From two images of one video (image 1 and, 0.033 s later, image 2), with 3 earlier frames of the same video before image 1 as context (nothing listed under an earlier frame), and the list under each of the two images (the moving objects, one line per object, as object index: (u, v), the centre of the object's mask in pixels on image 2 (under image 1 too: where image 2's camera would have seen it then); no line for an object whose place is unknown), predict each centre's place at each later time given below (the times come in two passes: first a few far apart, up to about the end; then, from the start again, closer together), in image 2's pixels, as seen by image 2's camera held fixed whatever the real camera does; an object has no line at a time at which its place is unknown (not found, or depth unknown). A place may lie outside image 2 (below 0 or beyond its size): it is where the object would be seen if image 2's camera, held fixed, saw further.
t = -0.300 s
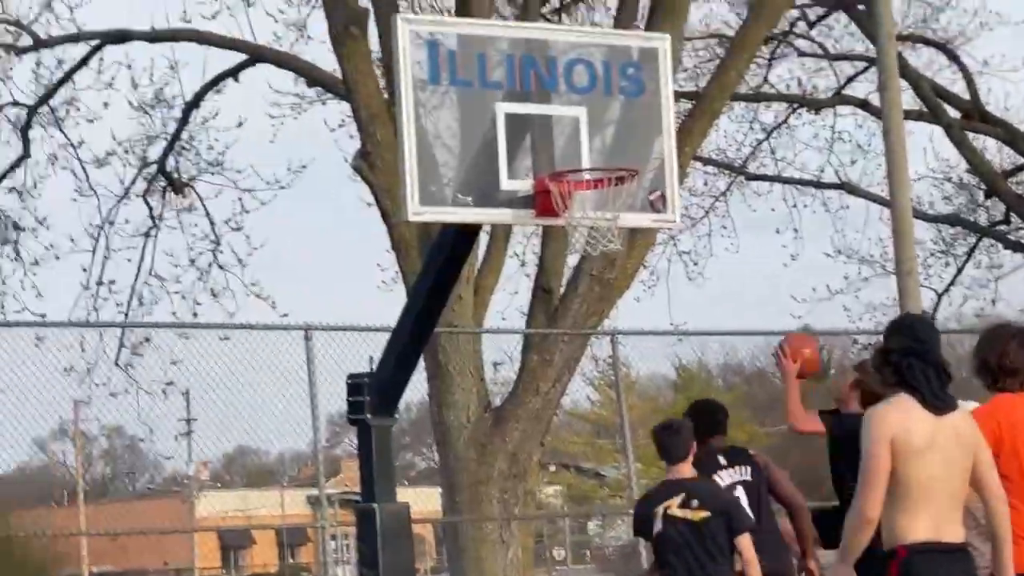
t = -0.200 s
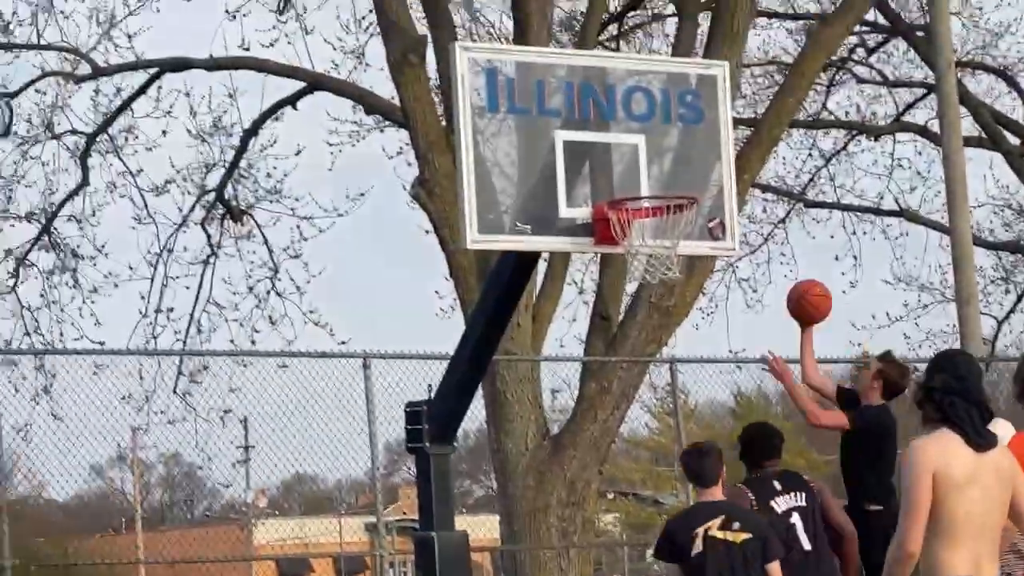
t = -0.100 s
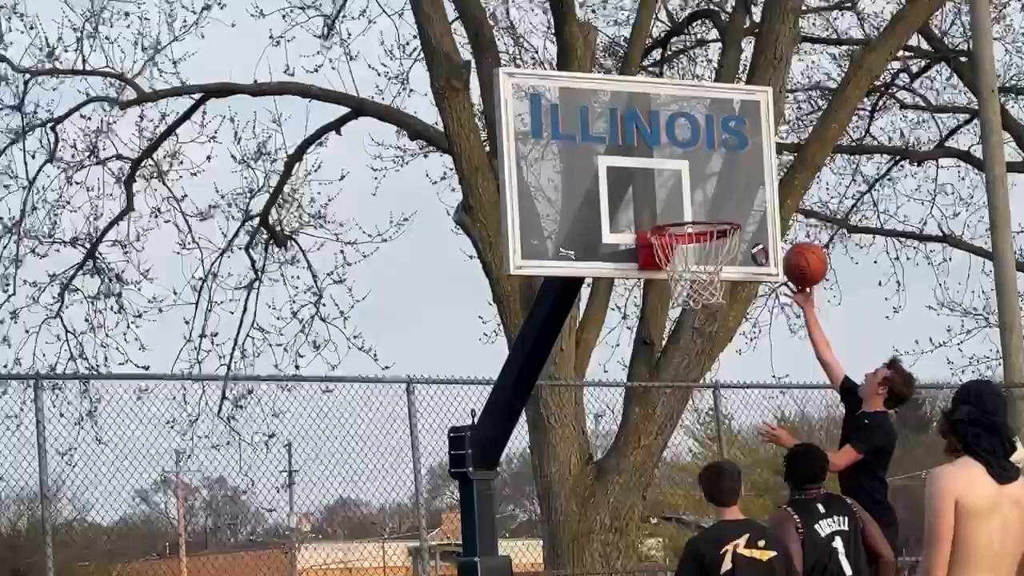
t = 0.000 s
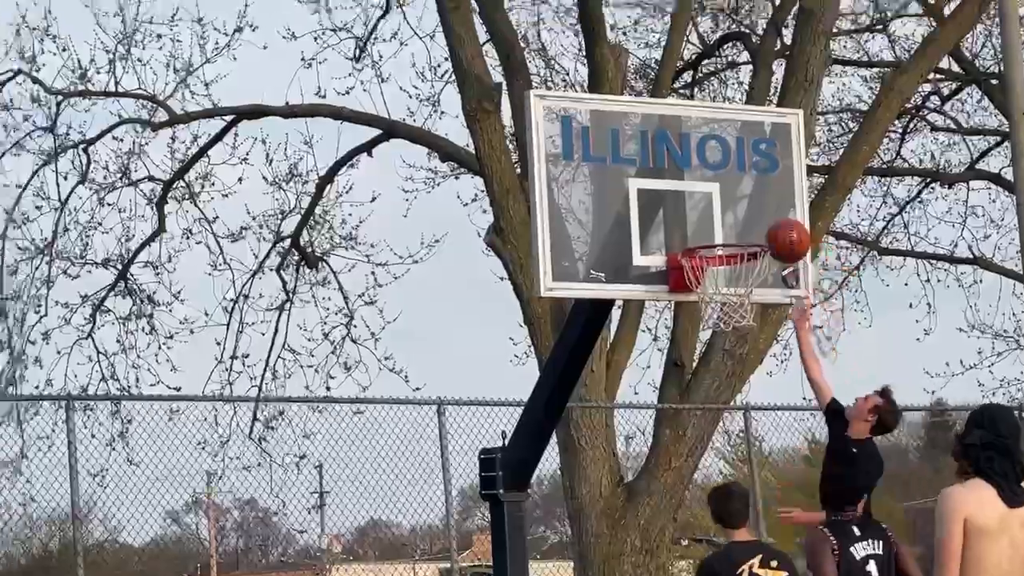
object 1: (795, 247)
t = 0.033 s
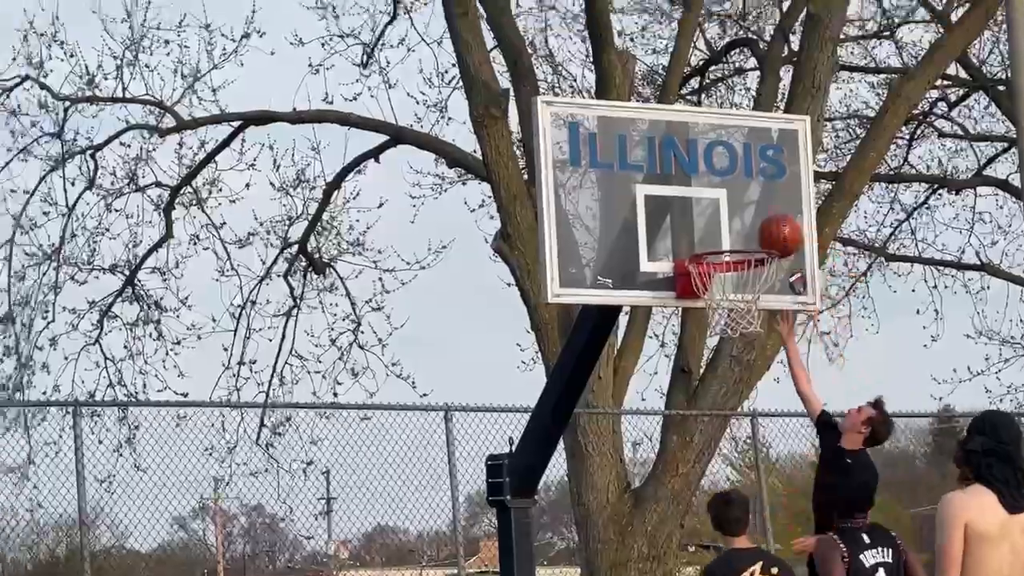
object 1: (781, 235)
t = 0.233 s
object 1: (726, 206)
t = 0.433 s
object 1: (719, 242)
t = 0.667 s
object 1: (733, 330)
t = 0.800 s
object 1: (749, 396)
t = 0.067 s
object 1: (764, 227)
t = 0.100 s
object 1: (748, 219)
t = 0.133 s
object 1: (733, 214)
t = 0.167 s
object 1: (730, 210)
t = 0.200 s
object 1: (728, 207)
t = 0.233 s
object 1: (726, 206)
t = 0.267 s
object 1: (725, 207)
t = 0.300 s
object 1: (724, 210)
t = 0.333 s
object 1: (722, 216)
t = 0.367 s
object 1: (721, 223)
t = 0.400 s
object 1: (720, 232)
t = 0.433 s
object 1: (719, 242)
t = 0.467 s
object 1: (722, 255)
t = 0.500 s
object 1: (719, 274)
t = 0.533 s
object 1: (718, 285)
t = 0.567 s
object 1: (720, 301)
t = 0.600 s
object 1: (724, 309)
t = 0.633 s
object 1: (730, 322)
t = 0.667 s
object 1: (733, 330)
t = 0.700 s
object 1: (736, 343)
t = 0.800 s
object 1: (749, 396)
